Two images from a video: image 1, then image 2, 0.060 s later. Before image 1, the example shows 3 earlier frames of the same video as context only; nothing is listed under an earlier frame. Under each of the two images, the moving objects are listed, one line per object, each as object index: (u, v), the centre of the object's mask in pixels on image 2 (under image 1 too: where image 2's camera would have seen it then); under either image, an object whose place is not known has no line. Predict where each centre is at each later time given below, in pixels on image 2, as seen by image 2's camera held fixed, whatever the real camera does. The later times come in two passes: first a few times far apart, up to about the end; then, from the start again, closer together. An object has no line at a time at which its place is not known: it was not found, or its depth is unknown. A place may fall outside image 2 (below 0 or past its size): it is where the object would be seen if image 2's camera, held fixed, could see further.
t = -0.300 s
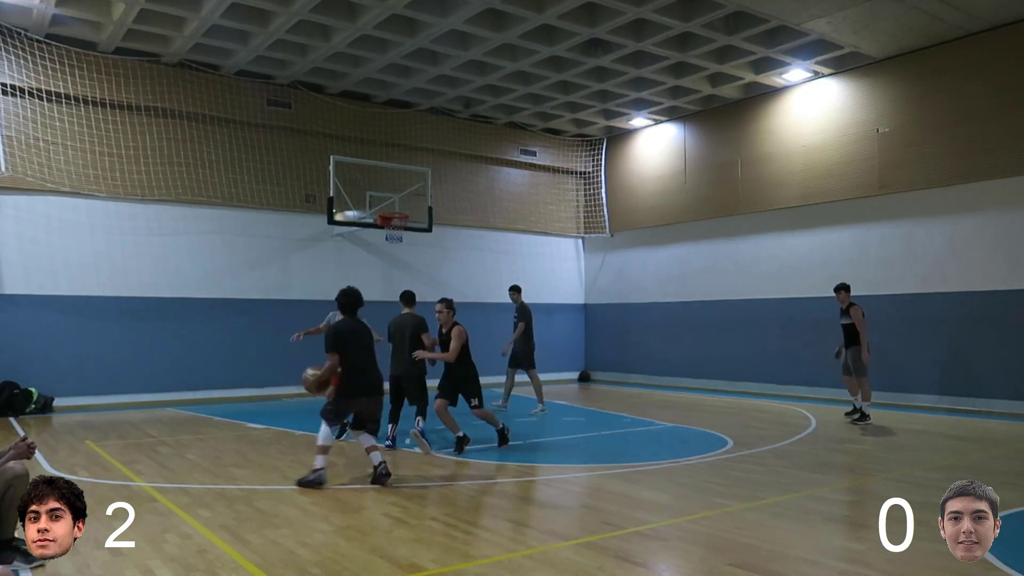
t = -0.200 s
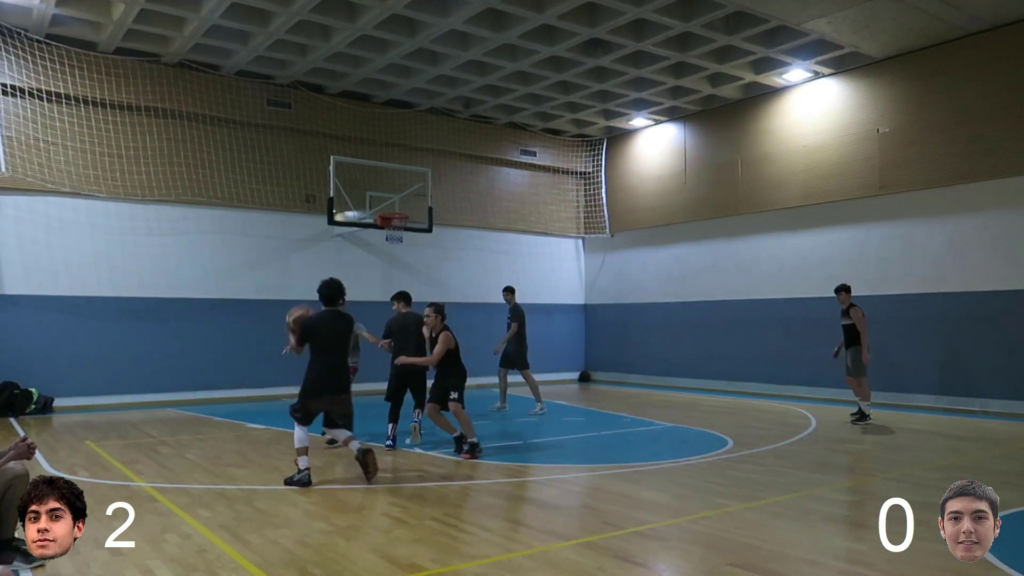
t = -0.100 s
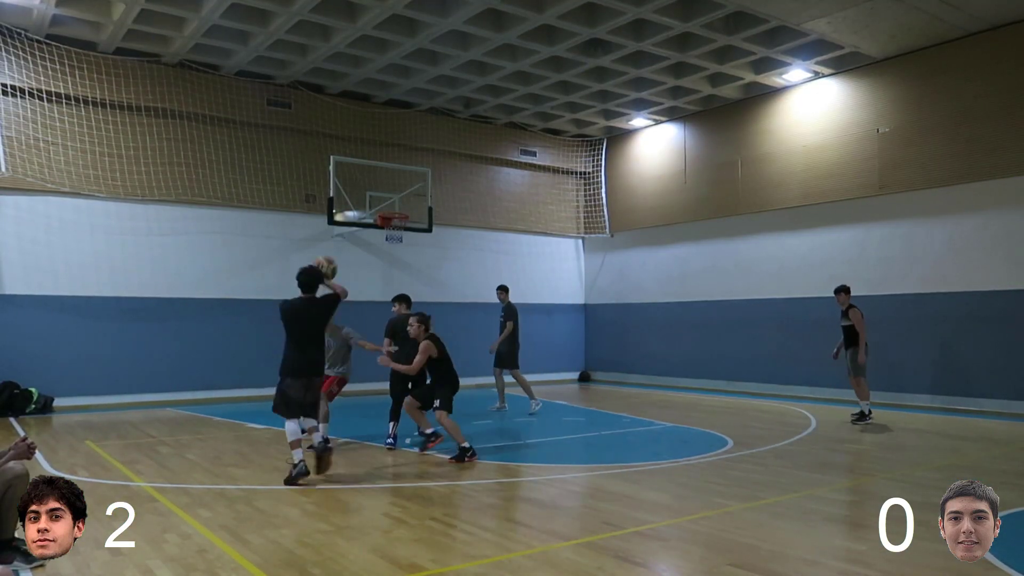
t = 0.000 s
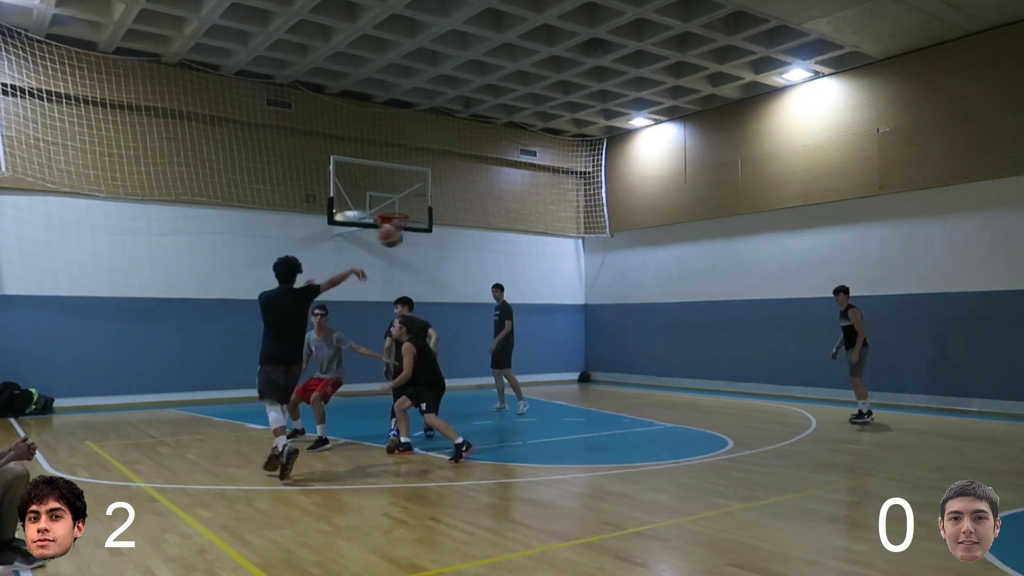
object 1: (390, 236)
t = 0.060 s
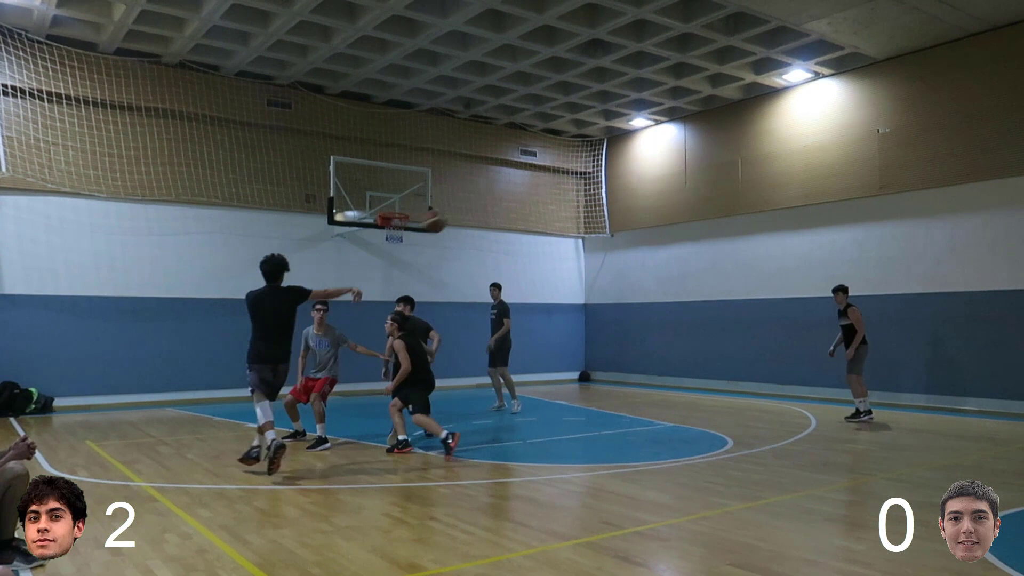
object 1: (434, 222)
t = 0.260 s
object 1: (561, 203)
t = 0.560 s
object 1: (709, 237)
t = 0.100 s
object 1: (462, 215)
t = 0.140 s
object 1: (488, 210)
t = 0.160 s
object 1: (501, 208)
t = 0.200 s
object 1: (525, 205)
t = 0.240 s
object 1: (549, 203)
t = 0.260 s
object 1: (561, 203)
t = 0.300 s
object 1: (582, 205)
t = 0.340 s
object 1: (605, 206)
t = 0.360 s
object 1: (615, 207)
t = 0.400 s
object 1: (635, 211)
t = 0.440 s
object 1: (655, 216)
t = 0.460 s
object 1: (665, 219)
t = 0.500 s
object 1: (683, 226)
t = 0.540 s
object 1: (701, 233)
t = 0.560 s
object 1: (709, 237)
